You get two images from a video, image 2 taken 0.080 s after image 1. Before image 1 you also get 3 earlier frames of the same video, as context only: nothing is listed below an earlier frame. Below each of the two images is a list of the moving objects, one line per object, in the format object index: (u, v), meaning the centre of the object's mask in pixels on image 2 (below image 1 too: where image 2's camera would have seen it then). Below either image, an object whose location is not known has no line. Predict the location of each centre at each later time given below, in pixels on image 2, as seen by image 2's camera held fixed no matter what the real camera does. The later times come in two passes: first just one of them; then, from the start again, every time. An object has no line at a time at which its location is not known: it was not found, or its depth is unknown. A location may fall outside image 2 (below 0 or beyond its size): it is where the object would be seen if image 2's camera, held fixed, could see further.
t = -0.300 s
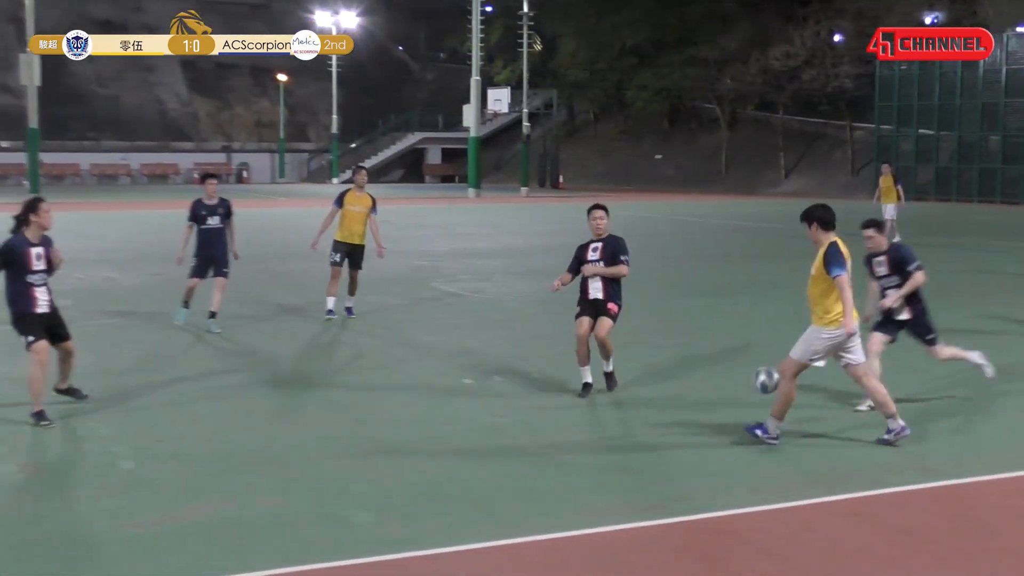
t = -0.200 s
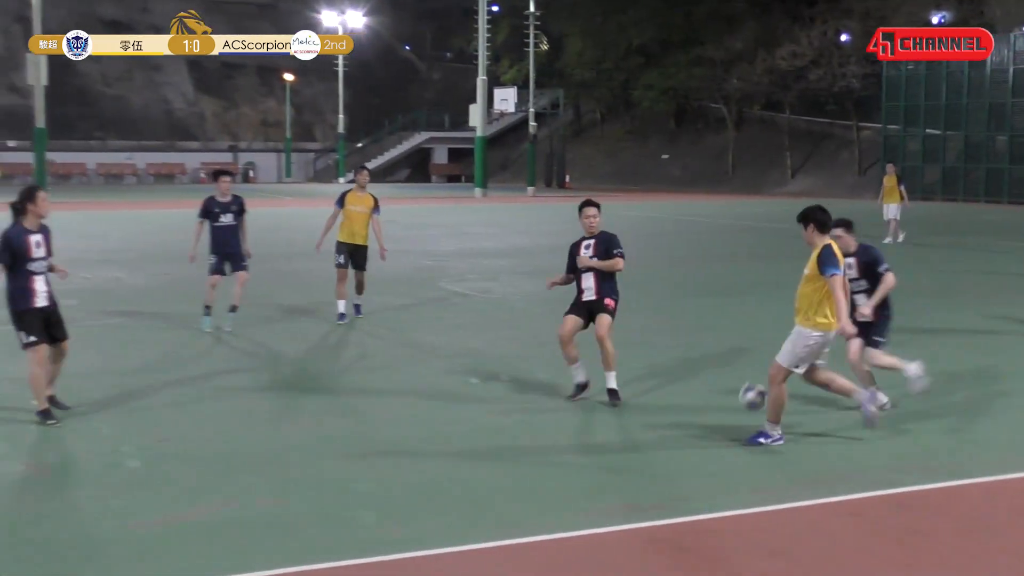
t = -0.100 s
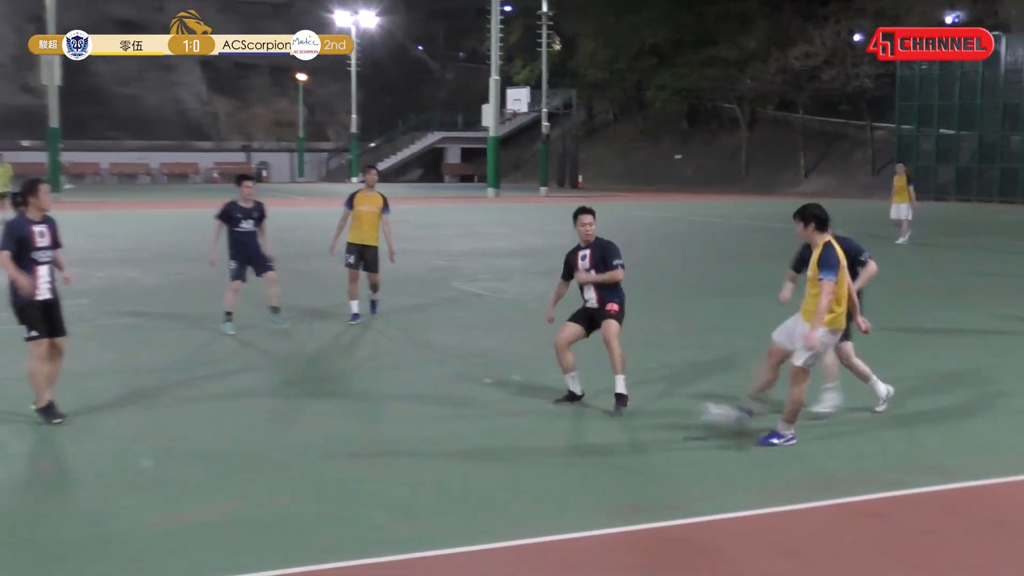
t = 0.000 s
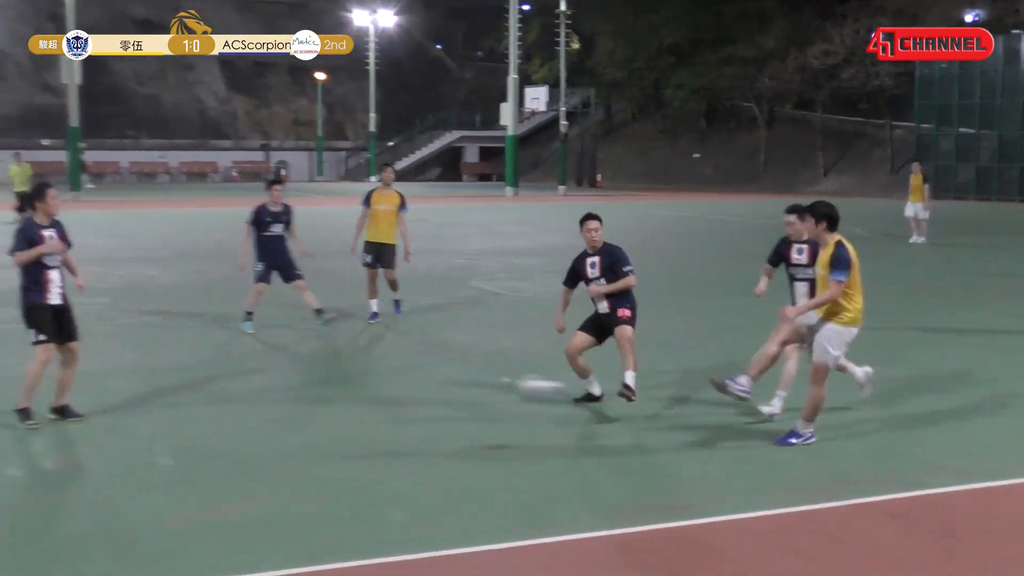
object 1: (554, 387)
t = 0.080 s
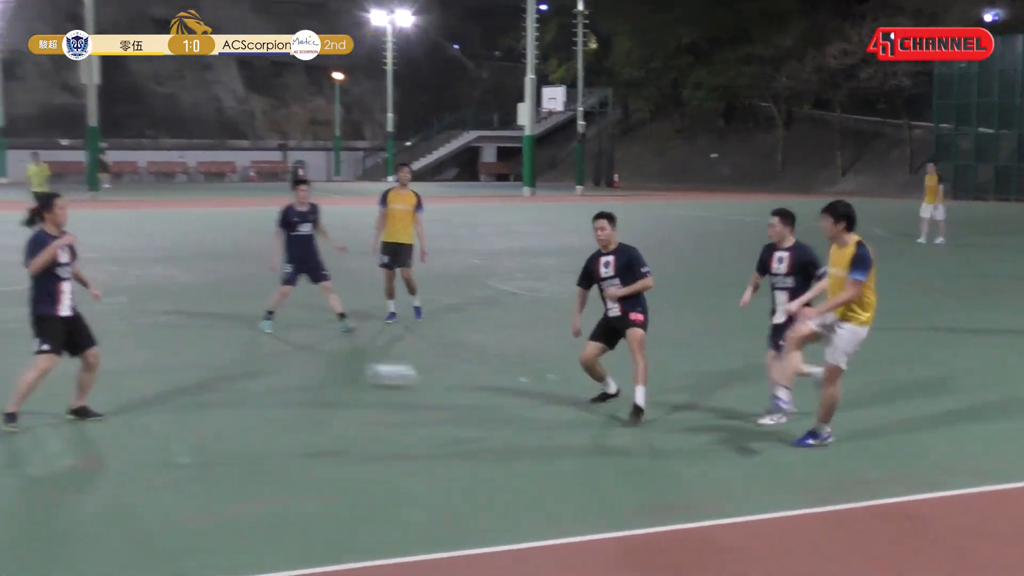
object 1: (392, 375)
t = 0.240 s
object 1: (34, 370)
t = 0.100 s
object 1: (349, 370)
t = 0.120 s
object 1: (307, 368)
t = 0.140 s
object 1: (259, 367)
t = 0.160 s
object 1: (216, 368)
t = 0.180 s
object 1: (170, 366)
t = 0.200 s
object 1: (127, 367)
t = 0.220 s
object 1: (82, 367)
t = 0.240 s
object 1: (34, 370)
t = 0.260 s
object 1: (-19, 372)
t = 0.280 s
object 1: (-52, 375)
